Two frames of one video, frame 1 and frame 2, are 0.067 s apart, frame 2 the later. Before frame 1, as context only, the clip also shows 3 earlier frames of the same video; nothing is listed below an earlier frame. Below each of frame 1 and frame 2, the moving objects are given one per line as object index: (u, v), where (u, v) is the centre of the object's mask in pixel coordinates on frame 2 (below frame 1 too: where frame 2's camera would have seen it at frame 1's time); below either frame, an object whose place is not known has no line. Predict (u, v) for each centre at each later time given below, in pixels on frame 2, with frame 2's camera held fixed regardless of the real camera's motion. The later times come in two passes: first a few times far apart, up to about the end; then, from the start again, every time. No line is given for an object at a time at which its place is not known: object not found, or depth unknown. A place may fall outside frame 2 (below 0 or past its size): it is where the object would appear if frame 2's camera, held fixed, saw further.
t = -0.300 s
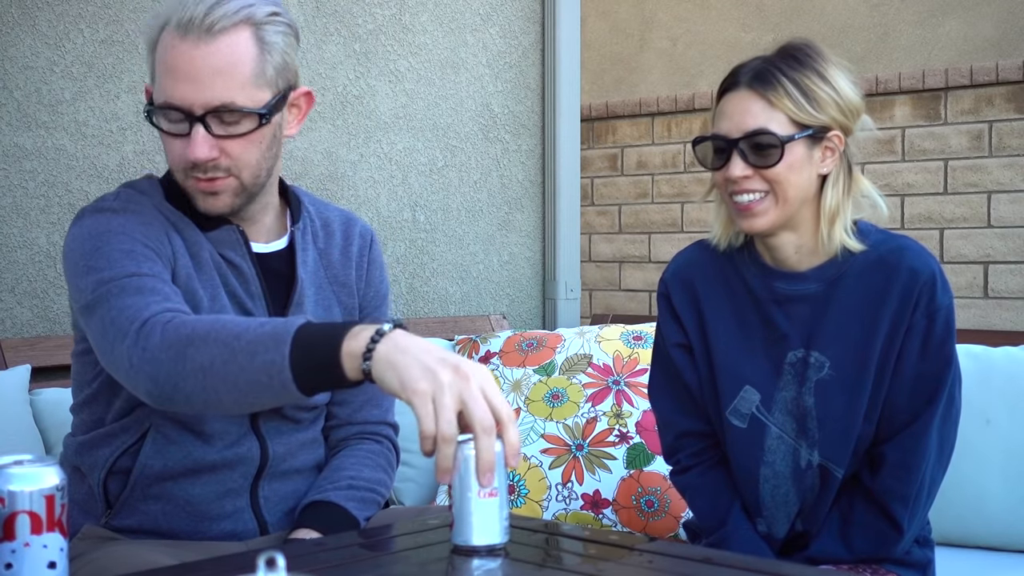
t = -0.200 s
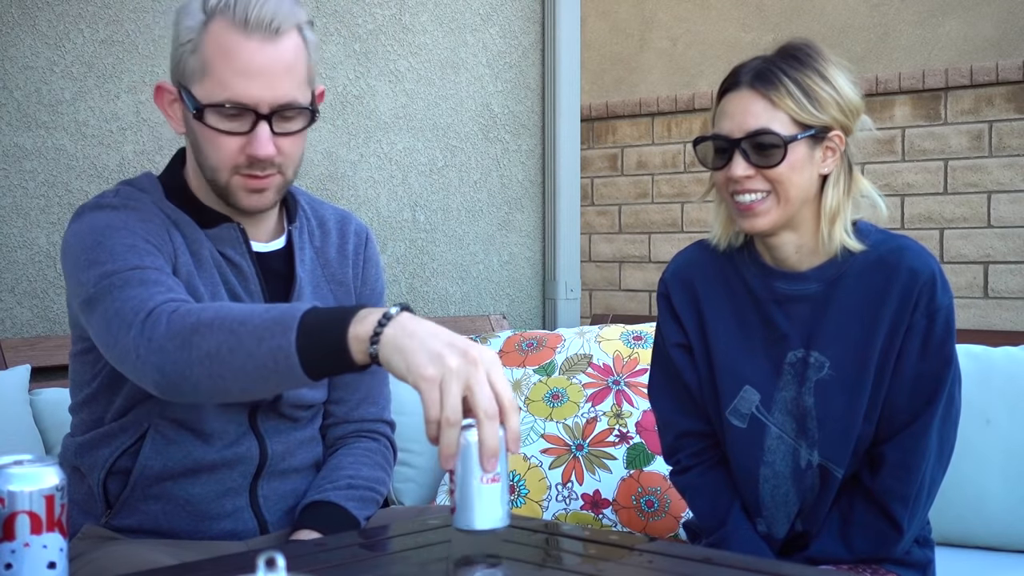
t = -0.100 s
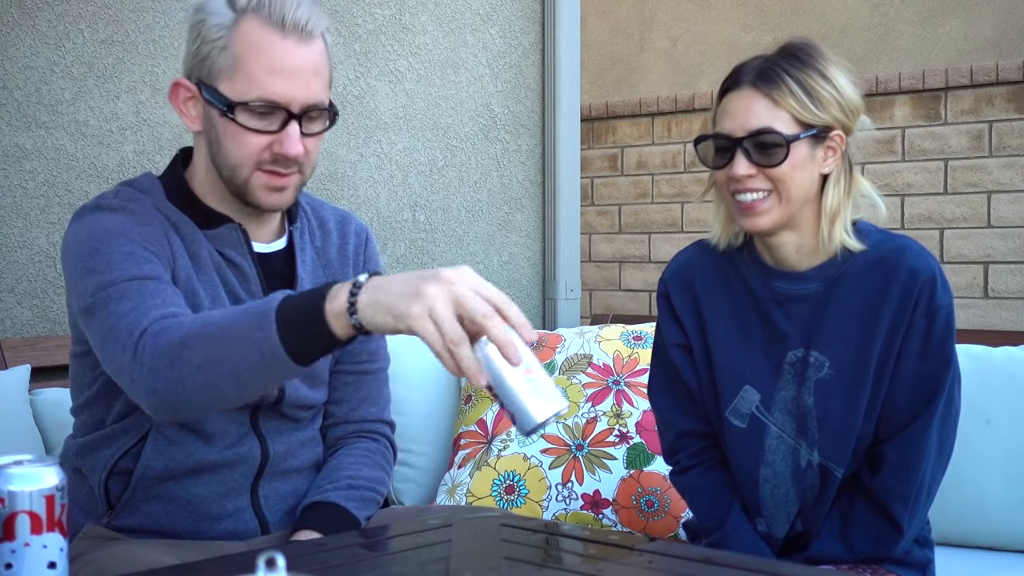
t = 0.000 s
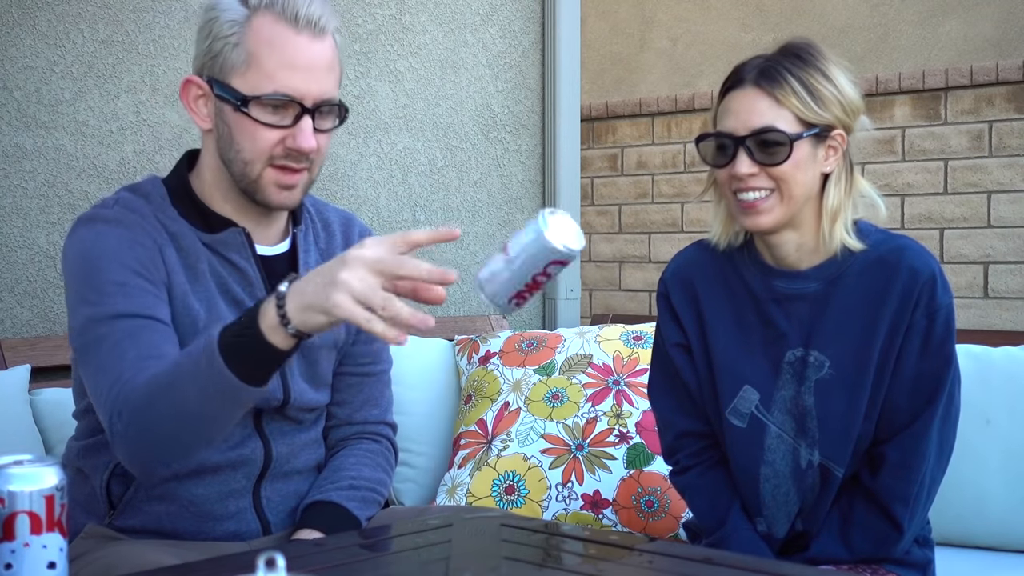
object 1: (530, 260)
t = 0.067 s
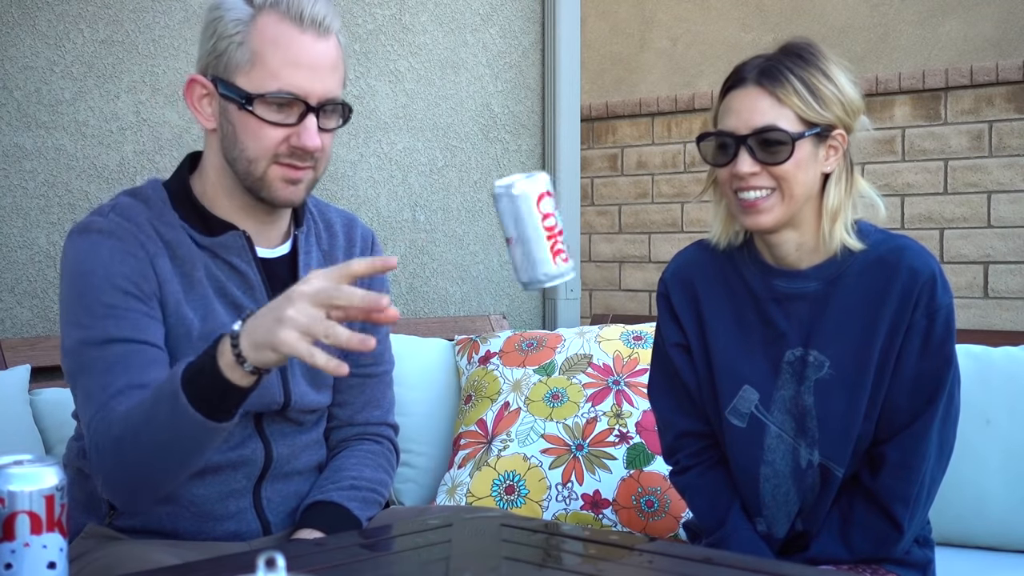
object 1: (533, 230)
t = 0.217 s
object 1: (547, 333)
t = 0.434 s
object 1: (562, 433)
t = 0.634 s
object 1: (561, 494)
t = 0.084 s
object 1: (535, 230)
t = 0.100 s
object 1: (535, 231)
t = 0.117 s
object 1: (536, 237)
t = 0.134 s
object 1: (538, 246)
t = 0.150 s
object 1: (539, 257)
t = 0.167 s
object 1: (542, 272)
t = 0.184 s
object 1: (544, 289)
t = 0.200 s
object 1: (546, 309)
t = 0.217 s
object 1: (547, 333)
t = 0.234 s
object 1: (549, 360)
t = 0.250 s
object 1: (551, 389)
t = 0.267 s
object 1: (553, 422)
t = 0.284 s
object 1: (554, 458)
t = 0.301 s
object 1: (556, 485)
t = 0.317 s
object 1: (557, 469)
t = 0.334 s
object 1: (558, 455)
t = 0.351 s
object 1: (559, 445)
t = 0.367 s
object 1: (559, 437)
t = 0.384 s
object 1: (560, 432)
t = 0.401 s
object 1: (560, 430)
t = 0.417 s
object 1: (561, 430)
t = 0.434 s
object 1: (562, 433)
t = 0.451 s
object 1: (563, 440)
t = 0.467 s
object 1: (563, 449)
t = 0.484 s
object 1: (565, 461)
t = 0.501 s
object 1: (565, 476)
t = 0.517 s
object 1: (566, 487)
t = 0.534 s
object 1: (565, 484)
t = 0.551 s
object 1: (564, 483)
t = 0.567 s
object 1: (565, 486)
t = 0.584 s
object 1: (563, 491)
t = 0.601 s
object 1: (562, 490)
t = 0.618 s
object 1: (562, 490)
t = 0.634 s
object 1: (561, 494)
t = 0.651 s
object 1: (561, 499)
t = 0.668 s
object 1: (560, 508)
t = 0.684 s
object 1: (559, 516)
